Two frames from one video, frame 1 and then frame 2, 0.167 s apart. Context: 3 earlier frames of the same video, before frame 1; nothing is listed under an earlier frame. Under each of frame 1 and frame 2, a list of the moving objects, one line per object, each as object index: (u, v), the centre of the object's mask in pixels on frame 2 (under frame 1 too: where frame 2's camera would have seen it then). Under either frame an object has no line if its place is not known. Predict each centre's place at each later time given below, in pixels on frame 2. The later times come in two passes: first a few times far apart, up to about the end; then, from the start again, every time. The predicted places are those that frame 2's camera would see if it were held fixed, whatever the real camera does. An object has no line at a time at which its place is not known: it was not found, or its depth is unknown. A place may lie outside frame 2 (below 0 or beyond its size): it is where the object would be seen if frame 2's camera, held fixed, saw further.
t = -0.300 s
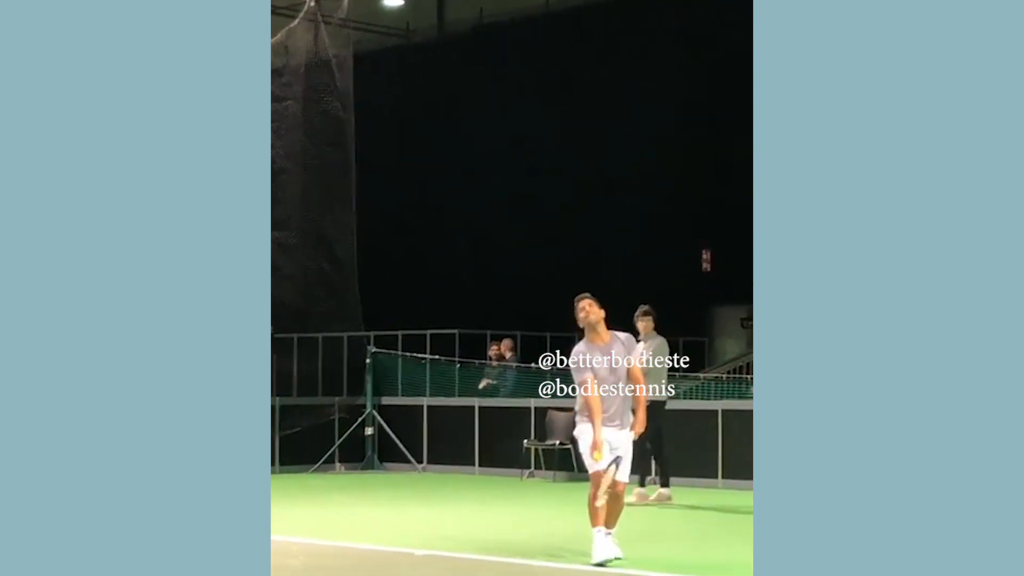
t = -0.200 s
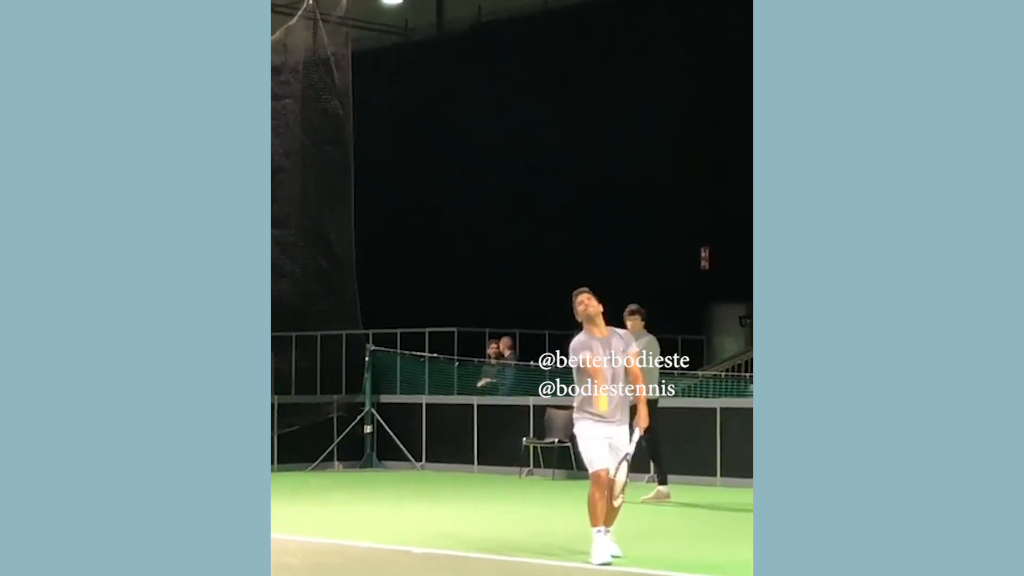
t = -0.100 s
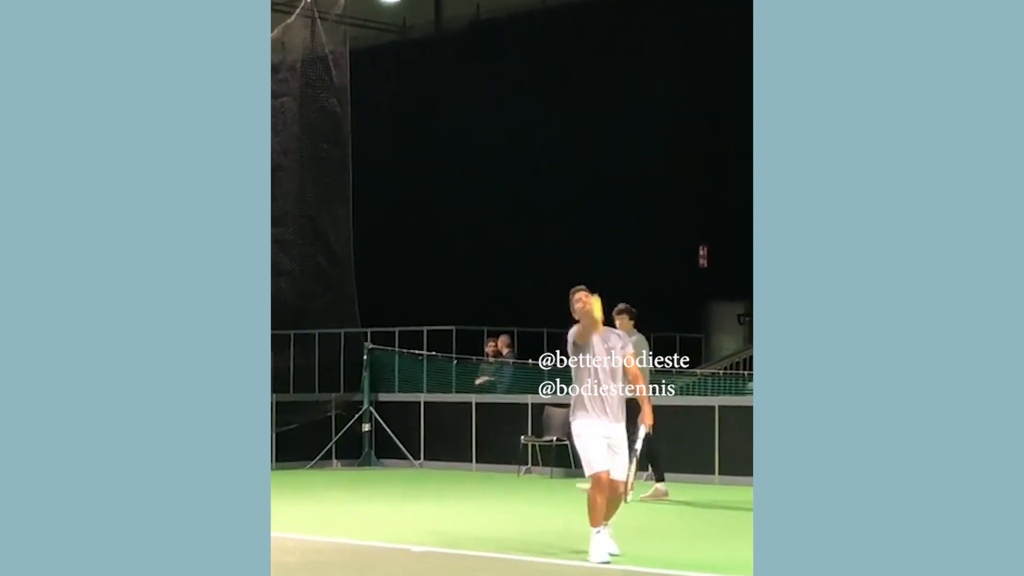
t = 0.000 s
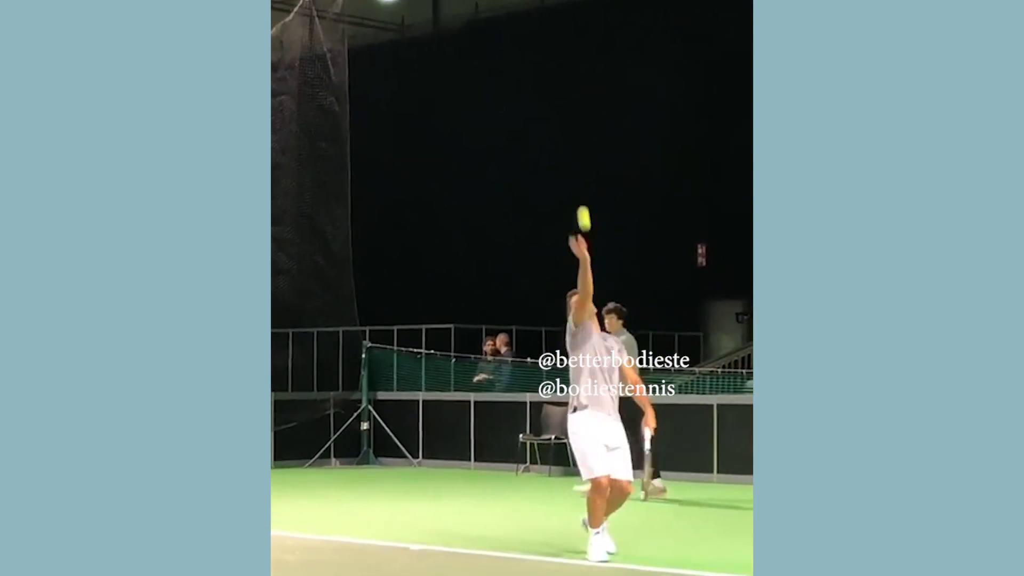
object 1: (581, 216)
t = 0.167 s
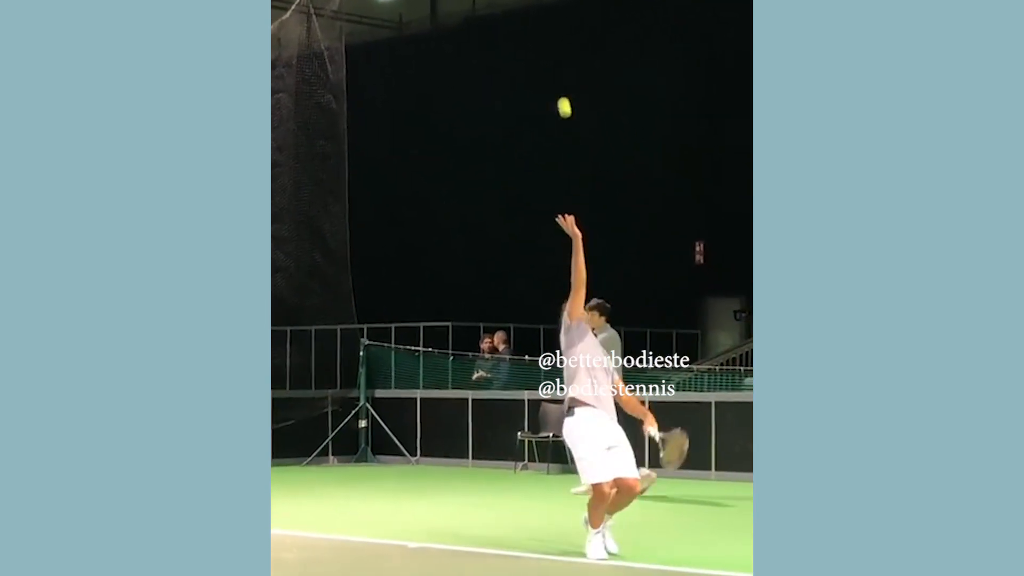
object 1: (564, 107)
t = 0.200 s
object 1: (561, 91)
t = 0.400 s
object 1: (540, 34)
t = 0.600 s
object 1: (520, 40)
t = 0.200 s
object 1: (561, 91)
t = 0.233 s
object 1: (557, 77)
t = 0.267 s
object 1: (554, 65)
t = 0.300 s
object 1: (550, 54)
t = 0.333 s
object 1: (547, 46)
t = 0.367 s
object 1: (544, 39)
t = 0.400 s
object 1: (540, 34)
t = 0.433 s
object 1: (537, 30)
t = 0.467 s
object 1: (534, 29)
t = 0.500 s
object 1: (530, 29)
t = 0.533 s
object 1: (527, 31)
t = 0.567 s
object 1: (524, 35)
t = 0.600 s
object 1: (520, 40)
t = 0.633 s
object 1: (517, 47)
